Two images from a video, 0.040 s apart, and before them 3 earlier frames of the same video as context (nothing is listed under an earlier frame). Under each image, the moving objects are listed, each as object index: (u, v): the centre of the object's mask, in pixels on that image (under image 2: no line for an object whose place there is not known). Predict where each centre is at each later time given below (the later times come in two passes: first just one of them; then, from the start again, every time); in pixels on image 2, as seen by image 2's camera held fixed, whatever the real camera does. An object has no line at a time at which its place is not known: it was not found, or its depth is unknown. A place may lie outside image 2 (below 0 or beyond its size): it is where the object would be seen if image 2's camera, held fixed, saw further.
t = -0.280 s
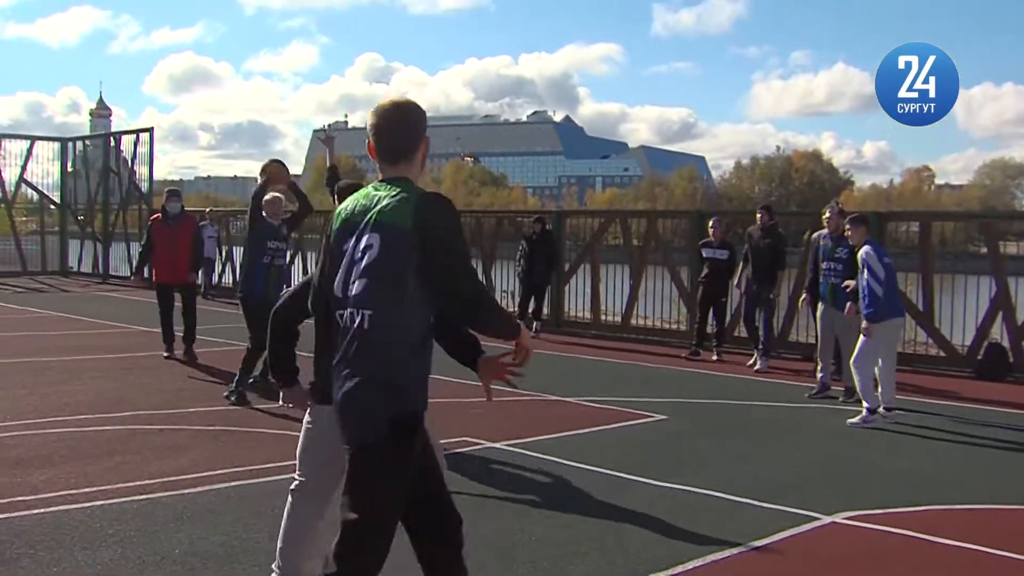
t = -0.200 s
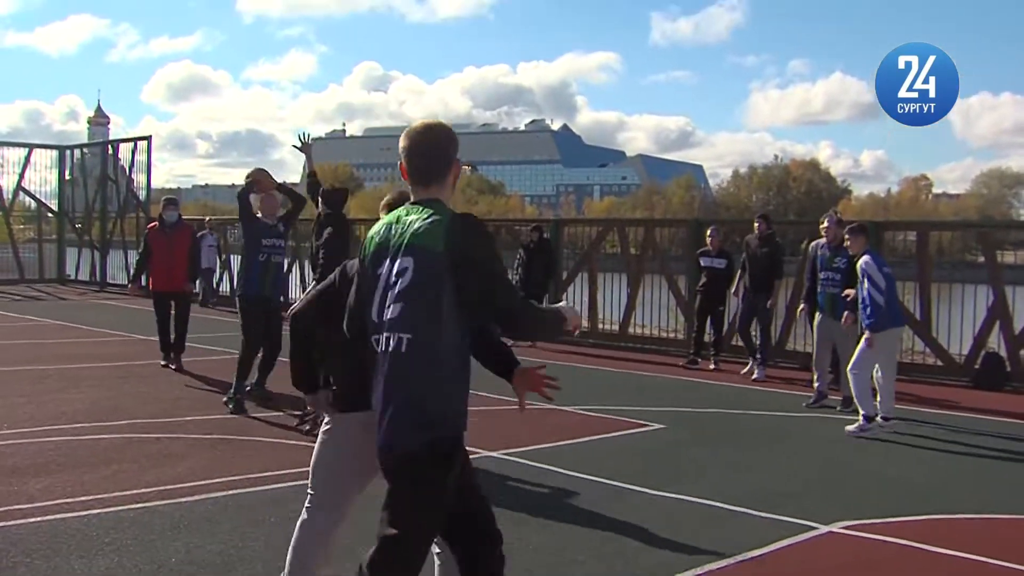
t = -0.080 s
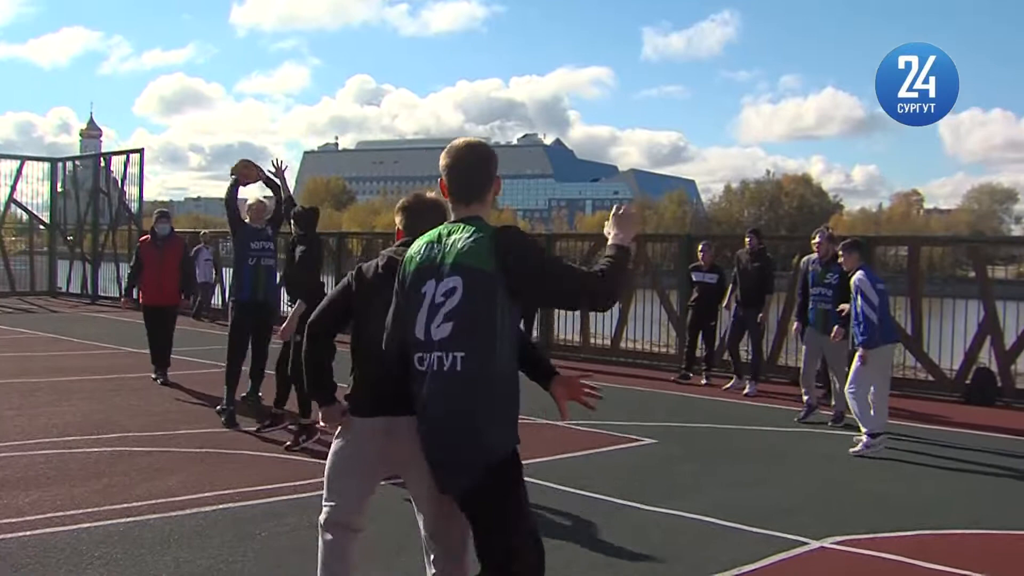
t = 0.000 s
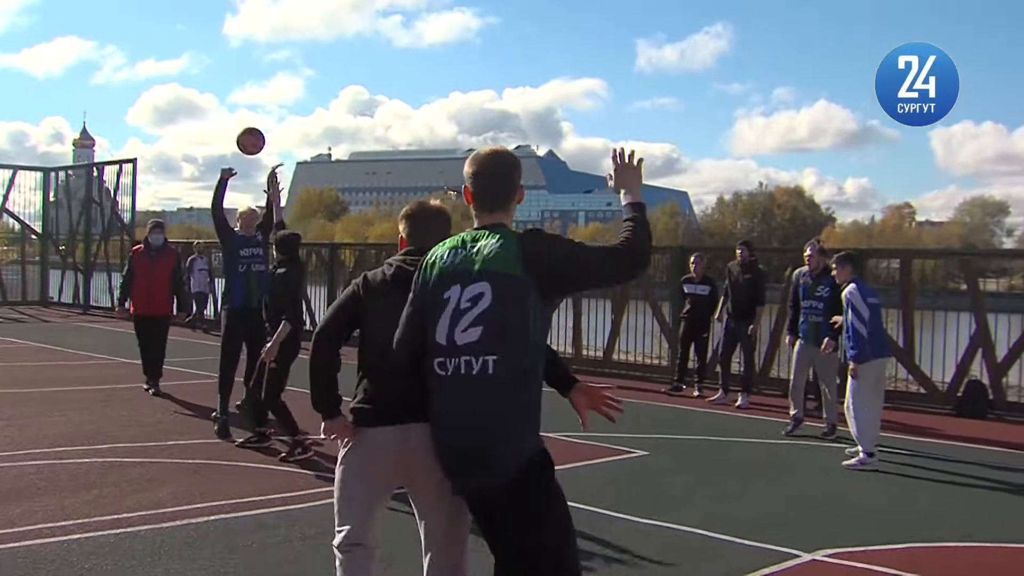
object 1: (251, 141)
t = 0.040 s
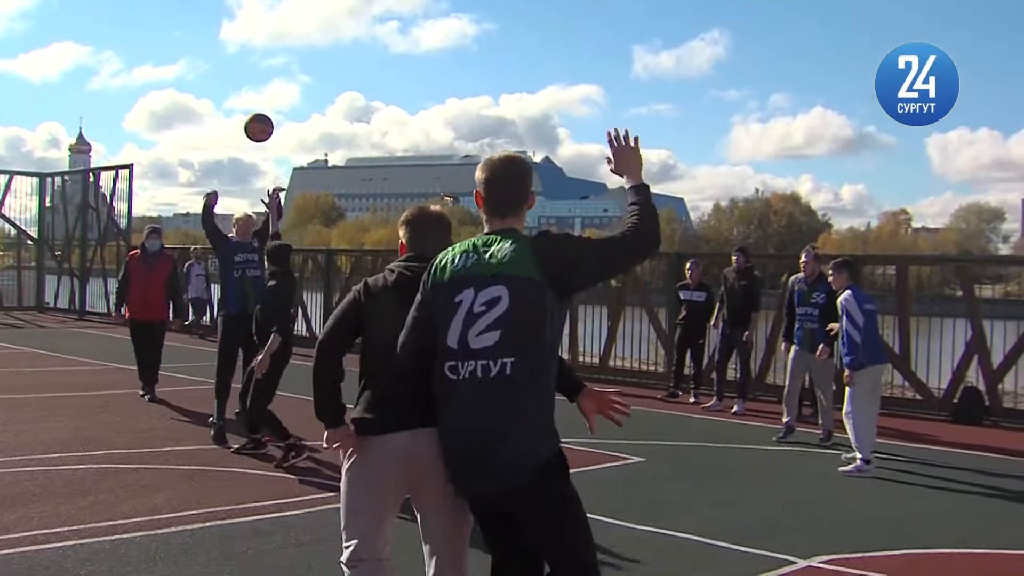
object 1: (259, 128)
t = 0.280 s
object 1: (346, 40)
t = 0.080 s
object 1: (271, 110)
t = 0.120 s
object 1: (284, 93)
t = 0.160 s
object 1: (299, 77)
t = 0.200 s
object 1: (314, 63)
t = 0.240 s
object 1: (329, 51)
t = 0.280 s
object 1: (346, 40)
